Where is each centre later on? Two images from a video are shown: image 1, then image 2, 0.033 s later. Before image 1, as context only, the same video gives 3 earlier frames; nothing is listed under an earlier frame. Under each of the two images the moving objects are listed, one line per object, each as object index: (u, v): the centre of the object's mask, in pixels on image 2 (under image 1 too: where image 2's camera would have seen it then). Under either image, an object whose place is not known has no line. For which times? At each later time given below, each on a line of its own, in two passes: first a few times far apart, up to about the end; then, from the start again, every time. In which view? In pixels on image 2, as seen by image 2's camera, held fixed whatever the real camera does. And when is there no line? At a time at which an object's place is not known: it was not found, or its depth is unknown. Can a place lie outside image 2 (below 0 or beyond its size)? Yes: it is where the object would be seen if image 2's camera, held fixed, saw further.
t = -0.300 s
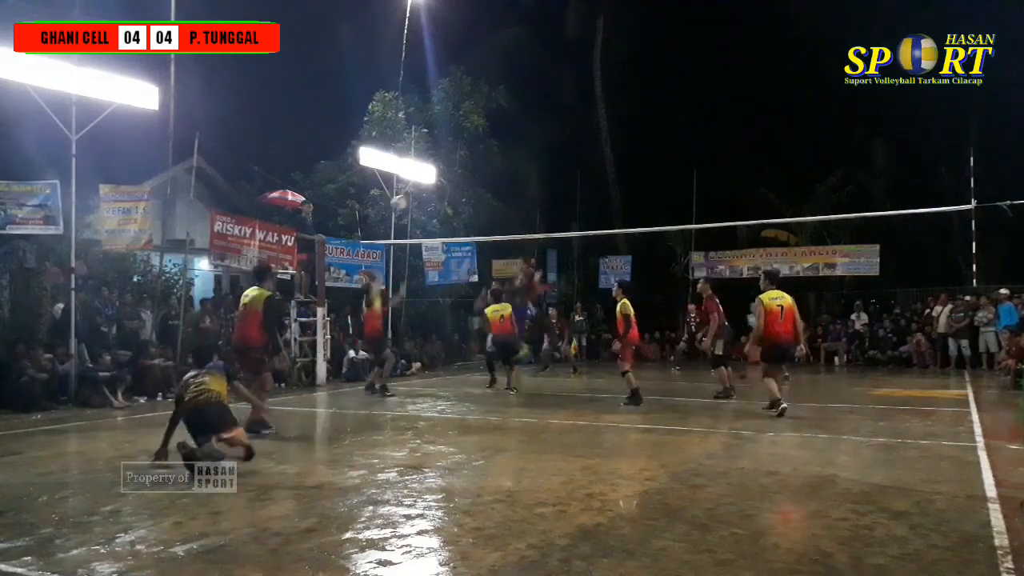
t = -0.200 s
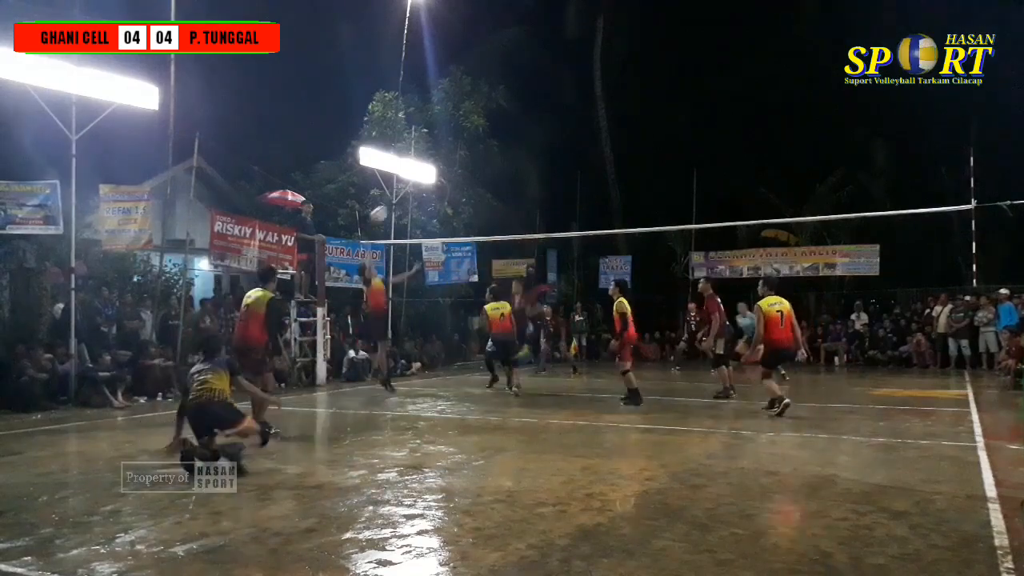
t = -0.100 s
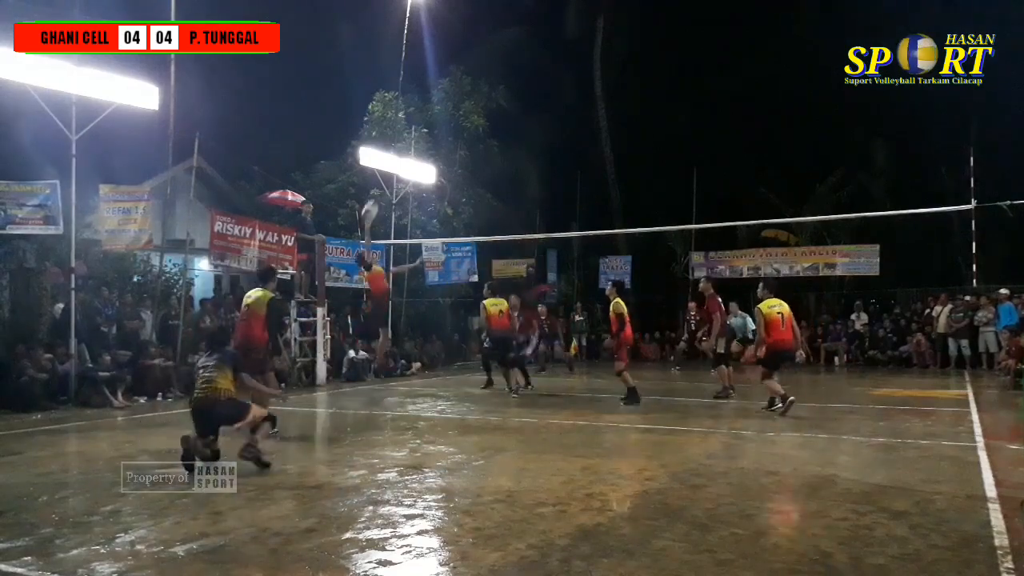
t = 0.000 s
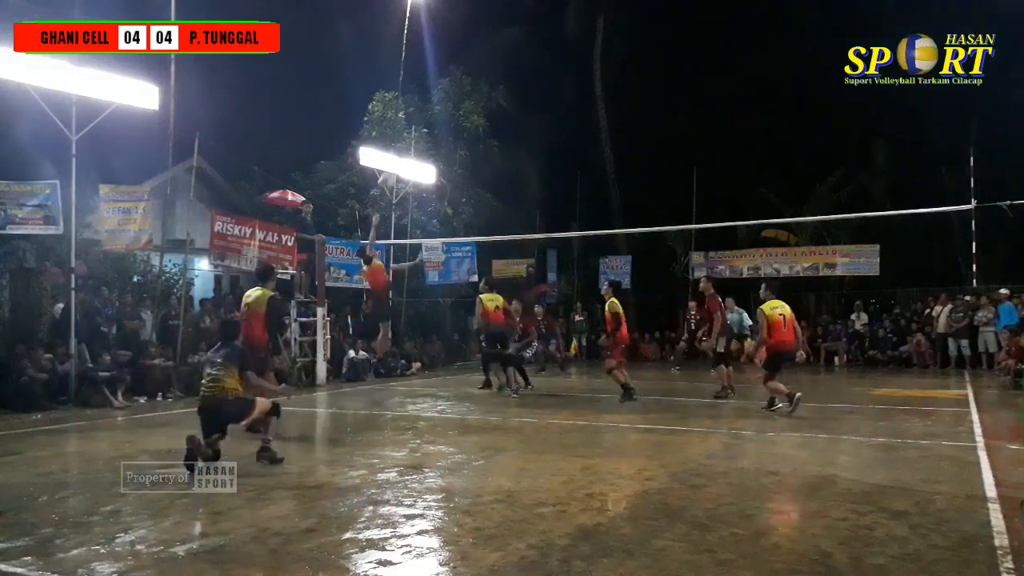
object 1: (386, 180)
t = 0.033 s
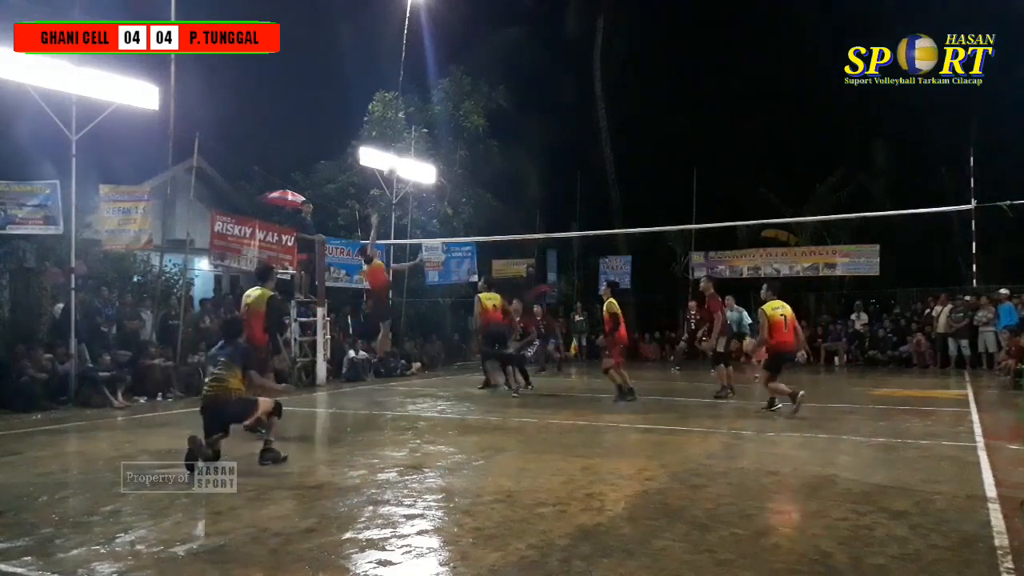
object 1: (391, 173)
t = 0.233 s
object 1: (427, 134)
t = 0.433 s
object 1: (463, 123)
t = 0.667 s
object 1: (508, 147)
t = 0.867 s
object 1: (550, 202)
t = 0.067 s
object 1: (398, 161)
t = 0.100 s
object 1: (403, 152)
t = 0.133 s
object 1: (409, 148)
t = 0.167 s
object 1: (415, 144)
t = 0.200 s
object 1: (421, 138)
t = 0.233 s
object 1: (427, 134)
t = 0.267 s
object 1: (432, 131)
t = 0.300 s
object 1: (439, 128)
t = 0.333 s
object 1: (444, 125)
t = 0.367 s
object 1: (451, 123)
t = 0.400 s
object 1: (457, 123)
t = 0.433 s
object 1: (463, 123)
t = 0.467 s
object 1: (469, 123)
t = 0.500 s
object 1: (475, 125)
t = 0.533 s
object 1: (482, 127)
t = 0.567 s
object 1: (489, 132)
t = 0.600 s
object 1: (495, 136)
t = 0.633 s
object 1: (501, 140)
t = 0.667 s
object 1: (508, 147)
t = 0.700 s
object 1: (515, 153)
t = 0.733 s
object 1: (522, 161)
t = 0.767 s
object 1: (529, 170)
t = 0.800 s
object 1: (535, 180)
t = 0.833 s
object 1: (542, 190)
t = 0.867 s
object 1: (550, 202)
